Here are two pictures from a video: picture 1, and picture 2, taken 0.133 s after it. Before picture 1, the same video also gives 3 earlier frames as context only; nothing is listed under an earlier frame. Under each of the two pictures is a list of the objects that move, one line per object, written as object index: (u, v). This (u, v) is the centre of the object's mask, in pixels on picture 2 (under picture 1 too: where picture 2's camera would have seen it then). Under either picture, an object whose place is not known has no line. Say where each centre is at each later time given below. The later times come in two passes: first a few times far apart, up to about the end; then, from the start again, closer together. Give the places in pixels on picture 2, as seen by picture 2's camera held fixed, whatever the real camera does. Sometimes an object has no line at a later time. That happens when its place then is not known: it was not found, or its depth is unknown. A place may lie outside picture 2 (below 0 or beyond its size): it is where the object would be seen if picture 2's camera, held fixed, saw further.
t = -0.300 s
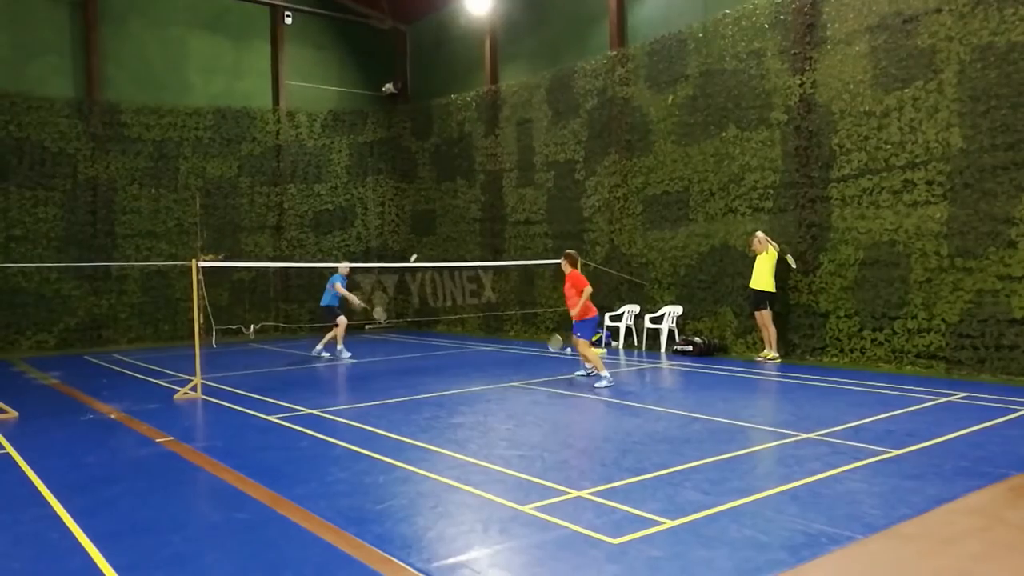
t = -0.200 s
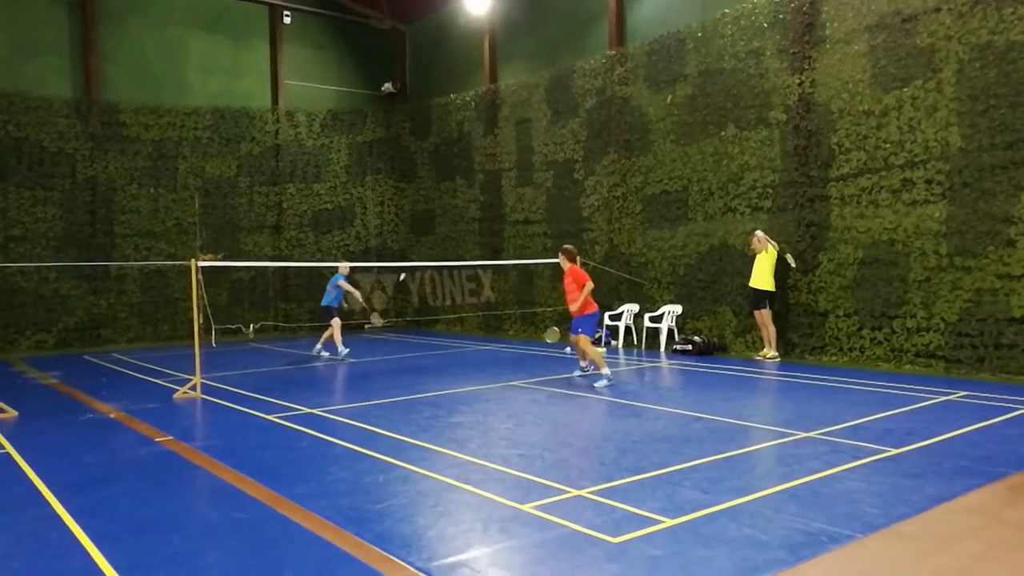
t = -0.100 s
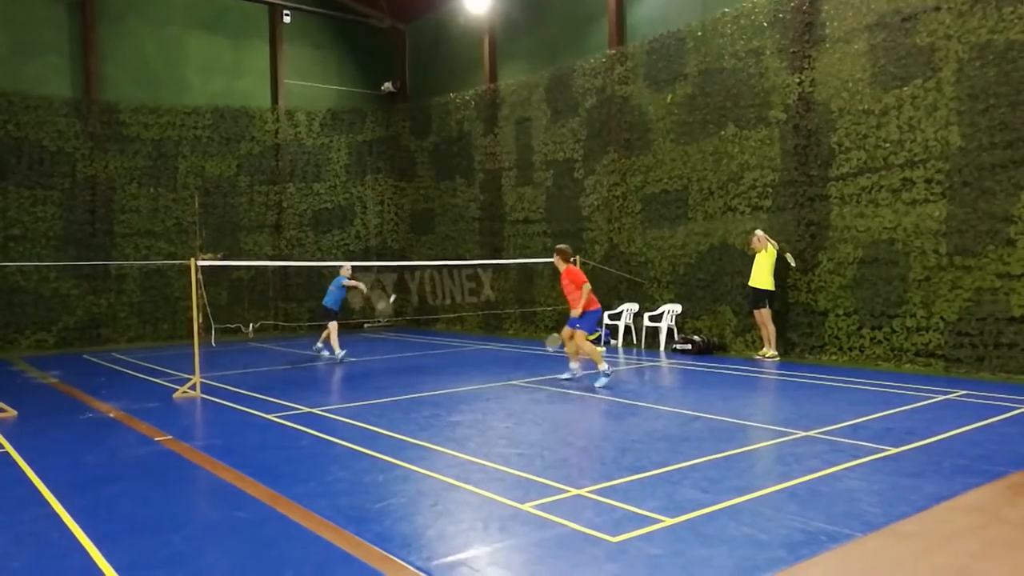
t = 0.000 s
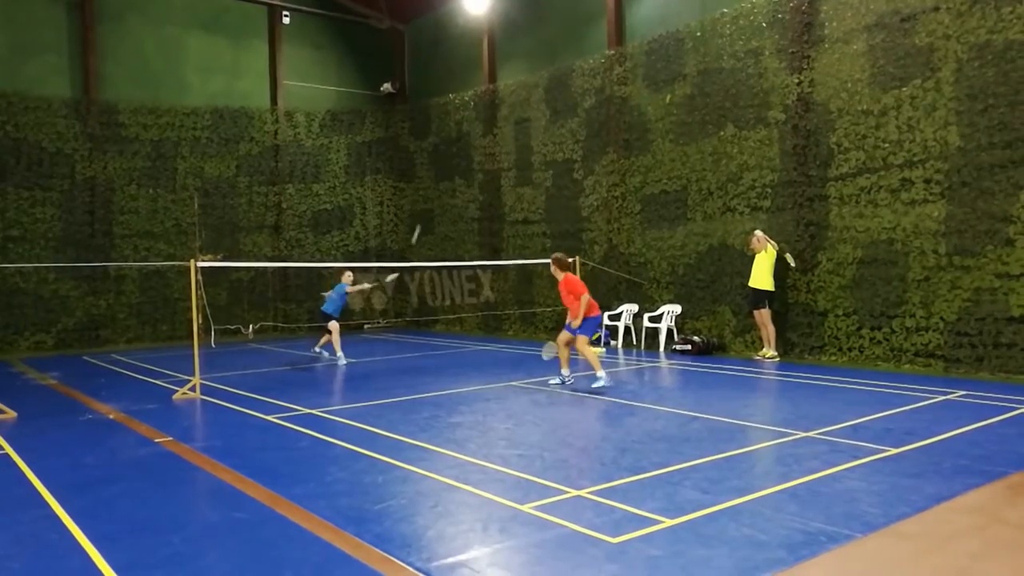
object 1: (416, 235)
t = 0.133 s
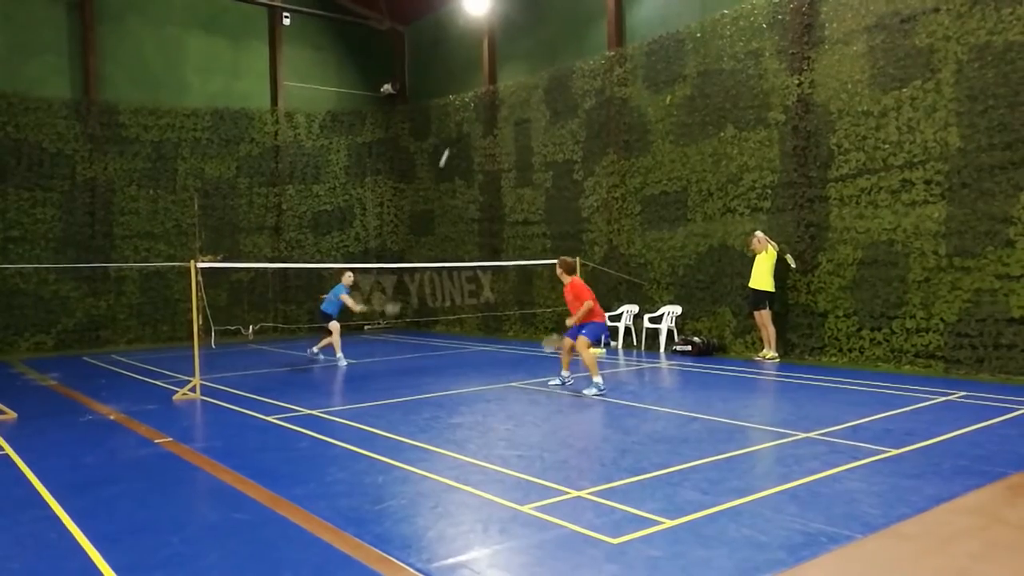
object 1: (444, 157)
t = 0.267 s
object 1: (472, 99)
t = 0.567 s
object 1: (533, 27)
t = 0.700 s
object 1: (561, 22)
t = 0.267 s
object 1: (472, 99)
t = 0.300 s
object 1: (479, 87)
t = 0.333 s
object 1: (485, 76)
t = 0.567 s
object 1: (533, 27)
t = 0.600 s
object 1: (540, 24)
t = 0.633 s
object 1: (547, 22)
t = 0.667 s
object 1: (554, 22)
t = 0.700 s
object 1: (561, 22)
